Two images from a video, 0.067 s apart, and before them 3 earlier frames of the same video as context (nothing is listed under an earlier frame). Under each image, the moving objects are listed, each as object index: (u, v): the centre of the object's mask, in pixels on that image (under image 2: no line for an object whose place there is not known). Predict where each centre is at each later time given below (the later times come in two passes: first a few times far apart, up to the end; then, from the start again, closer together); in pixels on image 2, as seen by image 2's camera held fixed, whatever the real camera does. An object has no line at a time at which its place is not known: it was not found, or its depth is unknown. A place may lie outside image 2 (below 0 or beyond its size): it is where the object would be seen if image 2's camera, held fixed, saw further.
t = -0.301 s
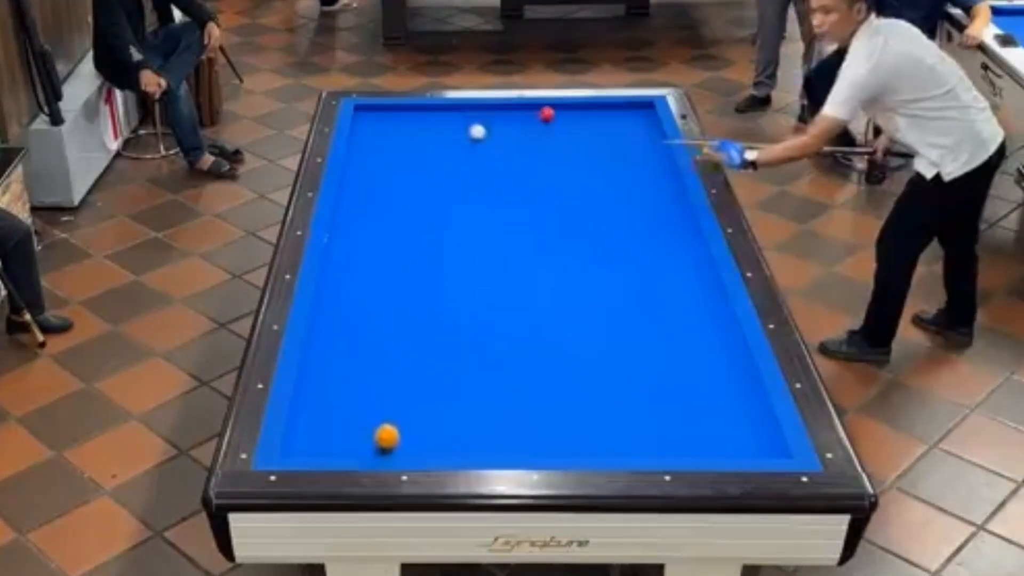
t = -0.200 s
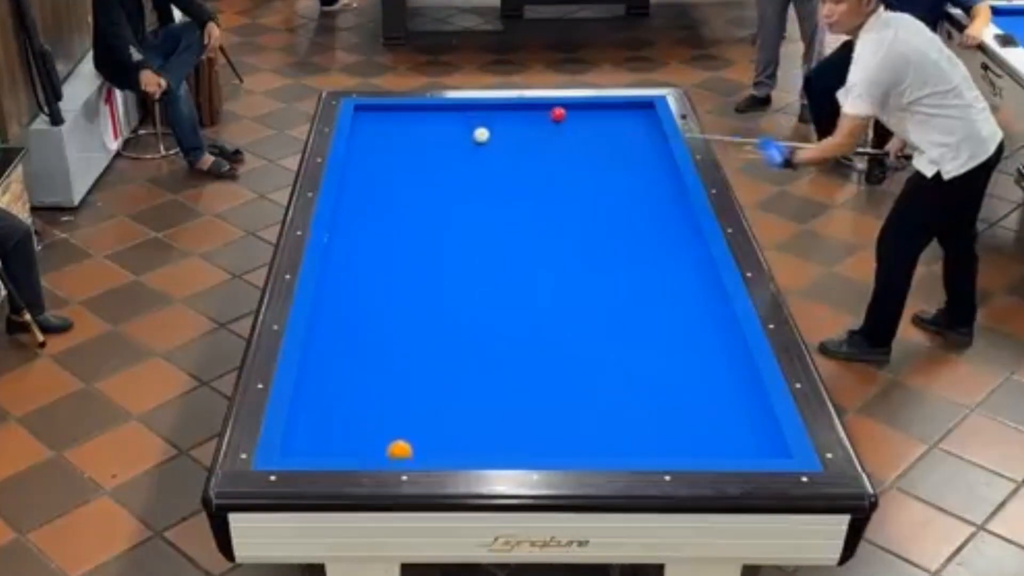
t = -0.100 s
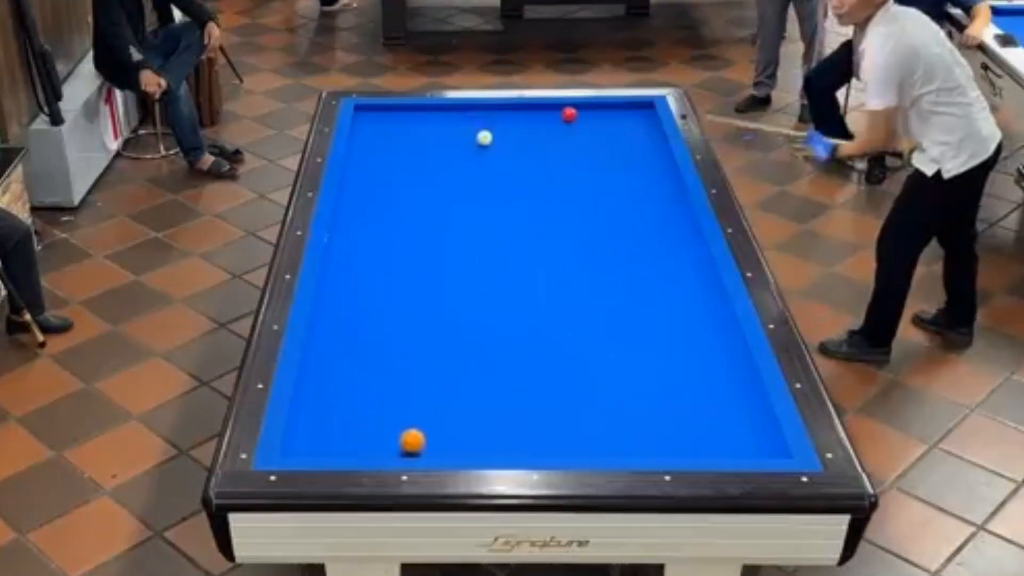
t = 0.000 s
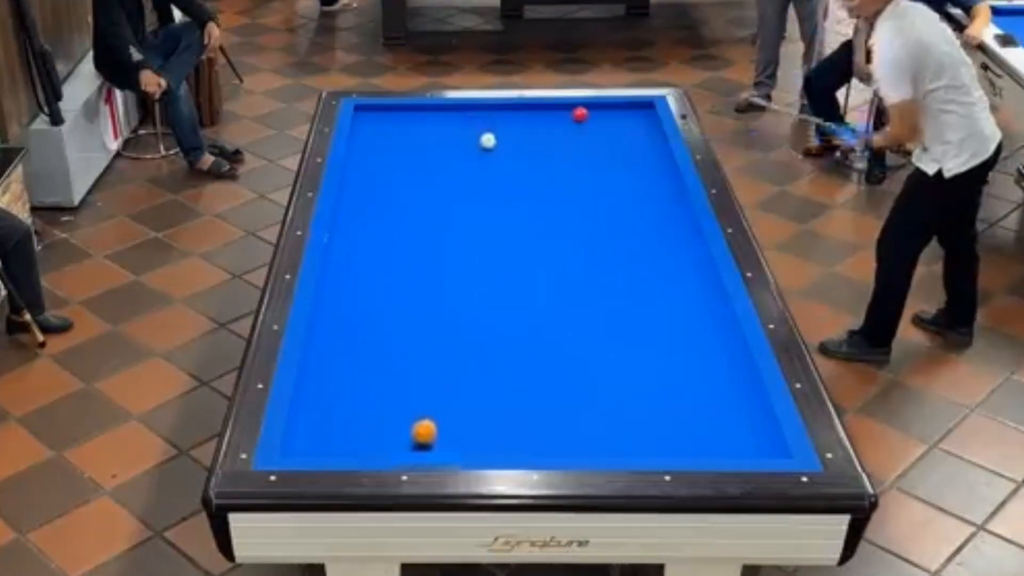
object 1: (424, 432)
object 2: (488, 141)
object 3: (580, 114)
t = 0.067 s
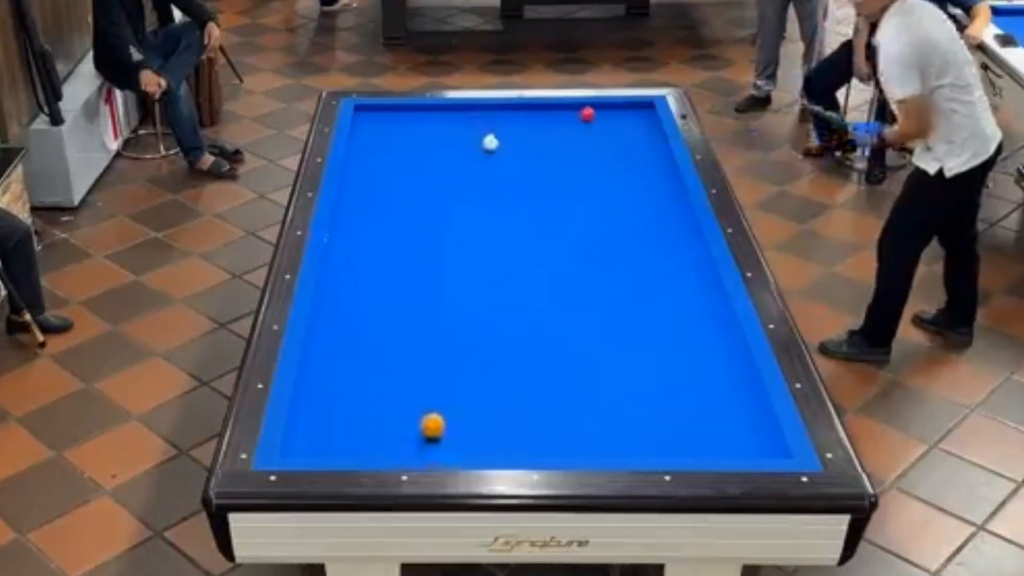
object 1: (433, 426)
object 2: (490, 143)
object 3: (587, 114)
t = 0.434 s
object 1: (474, 395)
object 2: (503, 154)
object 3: (626, 114)
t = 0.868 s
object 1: (516, 363)
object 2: (517, 166)
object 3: (639, 114)
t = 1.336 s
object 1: (557, 333)
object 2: (532, 179)
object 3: (614, 114)
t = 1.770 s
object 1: (590, 308)
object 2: (545, 190)
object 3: (592, 115)
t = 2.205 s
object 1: (620, 285)
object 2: (557, 201)
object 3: (573, 115)
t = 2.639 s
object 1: (647, 264)
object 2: (568, 211)
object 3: (557, 116)
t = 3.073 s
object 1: (671, 246)
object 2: (580, 220)
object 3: (542, 116)
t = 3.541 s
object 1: (691, 229)
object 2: (590, 229)
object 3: (528, 116)
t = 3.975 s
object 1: (673, 218)
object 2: (599, 237)
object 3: (518, 116)
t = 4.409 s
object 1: (657, 209)
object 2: (606, 244)
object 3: (509, 116)
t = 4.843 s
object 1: (643, 200)
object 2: (612, 250)
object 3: (503, 116)
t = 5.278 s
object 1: (631, 193)
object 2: (617, 255)
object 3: (499, 117)
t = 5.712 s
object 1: (621, 186)
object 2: (621, 258)
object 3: (498, 117)
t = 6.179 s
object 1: (610, 181)
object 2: (624, 261)
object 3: (497, 117)
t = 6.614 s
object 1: (604, 177)
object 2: (625, 261)
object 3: (497, 117)
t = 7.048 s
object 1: (598, 173)
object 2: (625, 261)
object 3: (497, 117)
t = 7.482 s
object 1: (595, 171)
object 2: (625, 261)
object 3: (498, 117)
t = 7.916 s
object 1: (592, 169)
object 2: (625, 262)
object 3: (497, 117)
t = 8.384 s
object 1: (591, 168)
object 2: (625, 262)
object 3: (497, 117)
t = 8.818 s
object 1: (591, 167)
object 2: (625, 261)
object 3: (497, 117)
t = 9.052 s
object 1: (591, 168)
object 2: (625, 261)
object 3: (497, 117)
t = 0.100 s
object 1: (436, 424)
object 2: (491, 144)
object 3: (591, 114)
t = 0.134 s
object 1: (440, 421)
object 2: (492, 145)
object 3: (594, 114)
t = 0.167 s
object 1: (444, 418)
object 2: (494, 146)
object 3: (598, 114)
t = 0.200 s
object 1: (447, 415)
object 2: (495, 147)
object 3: (601, 114)
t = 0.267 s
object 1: (455, 409)
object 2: (497, 148)
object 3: (608, 114)
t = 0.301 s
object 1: (459, 407)
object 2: (498, 150)
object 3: (612, 114)
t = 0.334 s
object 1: (462, 404)
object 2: (500, 151)
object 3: (616, 114)
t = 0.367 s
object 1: (466, 401)
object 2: (501, 152)
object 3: (618, 114)
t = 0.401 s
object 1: (469, 398)
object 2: (502, 153)
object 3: (623, 114)
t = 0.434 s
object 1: (474, 395)
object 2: (503, 154)
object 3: (626, 114)
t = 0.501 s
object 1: (480, 390)
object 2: (505, 156)
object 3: (633, 114)
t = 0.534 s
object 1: (483, 388)
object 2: (506, 157)
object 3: (637, 114)
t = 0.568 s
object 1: (487, 385)
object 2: (507, 157)
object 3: (639, 114)
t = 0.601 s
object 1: (490, 382)
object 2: (508, 158)
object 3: (643, 114)
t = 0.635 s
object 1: (493, 380)
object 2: (509, 159)
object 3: (647, 114)
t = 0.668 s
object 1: (497, 378)
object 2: (511, 160)
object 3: (649, 114)
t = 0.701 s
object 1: (500, 375)
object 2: (511, 161)
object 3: (649, 114)
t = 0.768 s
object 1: (507, 370)
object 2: (513, 163)
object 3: (645, 114)
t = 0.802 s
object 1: (510, 368)
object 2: (514, 164)
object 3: (643, 114)
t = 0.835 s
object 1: (513, 366)
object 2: (516, 165)
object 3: (641, 114)
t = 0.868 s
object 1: (516, 363)
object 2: (517, 166)
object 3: (639, 114)
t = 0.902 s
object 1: (519, 361)
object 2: (518, 167)
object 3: (637, 114)
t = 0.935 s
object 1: (522, 358)
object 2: (519, 168)
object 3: (636, 114)
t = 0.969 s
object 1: (525, 356)
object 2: (520, 168)
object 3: (635, 114)
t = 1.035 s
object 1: (531, 352)
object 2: (522, 171)
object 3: (634, 115)
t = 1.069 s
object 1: (534, 350)
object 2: (523, 172)
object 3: (629, 114)
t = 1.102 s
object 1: (537, 347)
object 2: (524, 173)
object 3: (627, 114)
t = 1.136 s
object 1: (540, 345)
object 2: (525, 173)
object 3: (625, 114)
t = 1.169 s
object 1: (543, 343)
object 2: (526, 174)
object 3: (623, 114)
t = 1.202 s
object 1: (546, 341)
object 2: (527, 175)
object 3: (621, 114)
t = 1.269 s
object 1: (551, 337)
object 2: (530, 177)
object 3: (617, 114)
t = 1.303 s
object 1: (554, 335)
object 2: (531, 178)
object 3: (616, 114)
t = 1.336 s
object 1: (557, 333)
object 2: (532, 179)
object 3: (614, 114)
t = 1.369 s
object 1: (560, 330)
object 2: (533, 180)
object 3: (612, 114)
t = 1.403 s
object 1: (563, 328)
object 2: (534, 181)
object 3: (610, 114)
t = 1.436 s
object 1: (565, 326)
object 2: (534, 181)
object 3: (608, 115)
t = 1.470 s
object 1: (568, 324)
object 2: (535, 182)
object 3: (606, 115)
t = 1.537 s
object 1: (573, 321)
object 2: (538, 184)
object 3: (603, 115)
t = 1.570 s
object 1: (575, 318)
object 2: (539, 185)
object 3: (602, 115)
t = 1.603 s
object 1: (578, 317)
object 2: (540, 185)
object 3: (600, 115)
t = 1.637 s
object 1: (580, 315)
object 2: (541, 187)
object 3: (599, 115)
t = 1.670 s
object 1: (583, 313)
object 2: (542, 187)
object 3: (597, 115)
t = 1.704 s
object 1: (586, 311)
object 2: (543, 188)
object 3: (595, 115)
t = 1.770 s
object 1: (590, 308)
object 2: (545, 190)
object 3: (592, 115)
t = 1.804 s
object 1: (593, 305)
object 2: (546, 191)
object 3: (591, 115)
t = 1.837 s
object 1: (595, 304)
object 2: (547, 191)
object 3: (589, 115)
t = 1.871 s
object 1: (598, 302)
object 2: (548, 192)
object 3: (588, 115)
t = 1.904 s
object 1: (600, 300)
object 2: (549, 193)
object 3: (586, 115)
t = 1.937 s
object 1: (602, 298)
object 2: (550, 194)
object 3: (584, 115)
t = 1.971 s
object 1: (605, 296)
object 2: (551, 195)
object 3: (583, 115)
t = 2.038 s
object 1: (610, 293)
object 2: (552, 197)
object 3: (580, 115)
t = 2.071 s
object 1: (612, 291)
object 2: (553, 197)
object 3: (579, 115)
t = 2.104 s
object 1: (614, 289)
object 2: (554, 198)
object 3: (577, 115)
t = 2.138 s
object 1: (616, 288)
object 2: (555, 199)
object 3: (576, 115)
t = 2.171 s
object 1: (618, 286)
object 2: (556, 200)
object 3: (574, 115)
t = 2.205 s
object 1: (620, 285)
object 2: (557, 201)
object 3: (573, 115)
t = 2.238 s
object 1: (622, 283)
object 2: (558, 202)
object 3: (572, 116)
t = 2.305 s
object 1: (627, 280)
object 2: (560, 203)
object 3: (569, 115)
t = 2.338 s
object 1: (629, 278)
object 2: (561, 204)
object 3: (568, 116)
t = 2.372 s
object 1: (632, 277)
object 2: (561, 205)
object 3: (567, 116)
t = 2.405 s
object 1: (633, 275)
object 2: (562, 205)
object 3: (566, 116)
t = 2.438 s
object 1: (635, 273)
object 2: (563, 206)
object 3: (564, 116)
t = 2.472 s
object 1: (638, 272)
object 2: (564, 207)
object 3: (563, 116)
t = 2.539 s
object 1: (642, 269)
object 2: (566, 208)
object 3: (561, 116)
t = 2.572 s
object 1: (644, 267)
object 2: (567, 209)
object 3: (559, 116)
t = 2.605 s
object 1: (645, 266)
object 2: (568, 210)
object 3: (558, 116)
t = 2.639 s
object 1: (647, 264)
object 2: (568, 211)
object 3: (557, 116)
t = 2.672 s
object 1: (649, 263)
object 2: (569, 212)
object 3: (555, 116)
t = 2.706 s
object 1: (651, 262)
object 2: (571, 212)
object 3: (554, 116)
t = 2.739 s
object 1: (653, 260)
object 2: (571, 213)
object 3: (553, 116)
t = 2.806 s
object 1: (657, 257)
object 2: (573, 214)
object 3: (550, 116)
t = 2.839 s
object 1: (659, 256)
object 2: (574, 215)
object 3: (549, 116)
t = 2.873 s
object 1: (660, 254)
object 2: (574, 216)
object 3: (548, 116)
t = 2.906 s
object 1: (662, 253)
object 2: (575, 216)
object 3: (547, 116)
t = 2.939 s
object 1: (664, 251)
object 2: (576, 217)
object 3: (546, 116)
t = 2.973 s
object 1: (666, 250)
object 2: (577, 218)
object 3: (545, 116)
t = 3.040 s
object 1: (669, 248)
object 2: (579, 219)
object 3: (543, 116)
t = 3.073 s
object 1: (671, 246)
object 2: (580, 220)
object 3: (542, 116)
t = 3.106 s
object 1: (673, 245)
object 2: (581, 221)
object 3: (540, 116)
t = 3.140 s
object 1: (675, 244)
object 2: (581, 221)
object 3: (539, 116)
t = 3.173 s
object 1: (676, 242)
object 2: (581, 222)
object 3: (539, 116)
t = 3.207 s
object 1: (678, 241)
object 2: (582, 223)
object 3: (537, 116)
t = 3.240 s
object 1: (679, 240)
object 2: (583, 223)
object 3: (536, 116)
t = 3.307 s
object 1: (682, 237)
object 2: (585, 225)
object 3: (535, 116)
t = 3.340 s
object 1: (684, 236)
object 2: (585, 226)
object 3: (534, 116)
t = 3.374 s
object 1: (685, 235)
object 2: (586, 226)
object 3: (533, 116)
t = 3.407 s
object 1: (687, 234)
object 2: (587, 227)
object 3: (532, 116)
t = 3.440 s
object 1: (690, 232)
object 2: (587, 228)
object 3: (530, 117)
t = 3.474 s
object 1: (691, 231)
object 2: (588, 228)
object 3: (530, 117)
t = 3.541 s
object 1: (691, 229)
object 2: (590, 229)
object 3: (528, 116)
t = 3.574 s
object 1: (690, 228)
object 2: (590, 230)
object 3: (527, 117)
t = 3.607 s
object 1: (688, 227)
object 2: (591, 231)
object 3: (526, 117)
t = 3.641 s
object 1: (687, 226)
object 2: (592, 232)
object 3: (525, 117)
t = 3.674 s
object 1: (685, 225)
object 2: (593, 232)
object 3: (525, 117)
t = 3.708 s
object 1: (684, 225)
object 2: (593, 232)
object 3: (524, 117)
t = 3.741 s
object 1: (682, 224)
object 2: (594, 233)
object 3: (523, 117)
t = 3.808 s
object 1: (679, 222)
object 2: (595, 234)
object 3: (521, 117)
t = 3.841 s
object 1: (678, 221)
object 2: (596, 235)
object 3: (521, 117)
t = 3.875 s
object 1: (677, 220)
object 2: (596, 235)
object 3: (520, 117)
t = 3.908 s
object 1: (675, 219)
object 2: (597, 236)
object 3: (519, 116)
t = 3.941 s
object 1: (674, 219)
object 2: (598, 236)
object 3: (518, 116)
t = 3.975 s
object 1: (673, 218)
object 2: (599, 237)
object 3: (518, 116)
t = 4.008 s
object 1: (672, 217)
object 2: (599, 238)
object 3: (517, 116)
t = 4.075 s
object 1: (669, 215)
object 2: (600, 239)
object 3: (516, 116)
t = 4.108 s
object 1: (668, 215)
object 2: (601, 239)
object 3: (515, 117)
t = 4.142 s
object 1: (666, 214)
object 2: (601, 240)
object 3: (514, 117)
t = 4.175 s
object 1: (665, 214)
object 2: (602, 240)
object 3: (513, 117)
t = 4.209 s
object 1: (664, 213)
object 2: (602, 241)
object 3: (512, 117)
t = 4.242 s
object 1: (663, 212)
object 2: (603, 241)
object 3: (512, 116)
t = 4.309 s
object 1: (660, 211)
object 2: (604, 243)
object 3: (510, 116)
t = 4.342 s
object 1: (659, 210)
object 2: (604, 243)
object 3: (510, 116)
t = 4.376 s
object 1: (658, 209)
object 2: (605, 243)
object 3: (510, 116)
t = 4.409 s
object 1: (657, 209)
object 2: (606, 244)
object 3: (509, 116)
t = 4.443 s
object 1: (656, 208)
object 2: (606, 244)
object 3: (508, 116)
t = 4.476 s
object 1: (655, 207)
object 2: (607, 245)
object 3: (508, 116)
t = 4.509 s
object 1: (653, 206)
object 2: (608, 245)
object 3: (507, 116)
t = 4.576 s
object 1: (651, 205)
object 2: (608, 246)
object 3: (506, 116)
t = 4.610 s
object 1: (651, 204)
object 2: (609, 247)
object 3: (506, 116)
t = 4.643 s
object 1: (650, 203)
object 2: (610, 247)
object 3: (506, 116)
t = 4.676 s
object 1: (648, 203)
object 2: (610, 248)
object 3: (505, 117)
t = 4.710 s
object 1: (647, 203)
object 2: (611, 248)
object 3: (505, 117)
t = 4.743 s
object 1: (646, 202)
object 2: (611, 249)
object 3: (504, 116)
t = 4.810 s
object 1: (644, 201)
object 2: (612, 250)
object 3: (503, 117)
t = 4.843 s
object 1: (643, 200)
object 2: (612, 250)
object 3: (503, 116)
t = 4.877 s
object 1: (642, 199)
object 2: (613, 250)
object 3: (503, 117)
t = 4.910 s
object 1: (641, 199)
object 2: (613, 251)
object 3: (502, 117)
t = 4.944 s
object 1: (640, 198)
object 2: (614, 251)
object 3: (502, 117)
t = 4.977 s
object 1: (639, 198)
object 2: (614, 251)
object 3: (502, 117)
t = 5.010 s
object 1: (639, 198)
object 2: (614, 252)
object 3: (502, 117)
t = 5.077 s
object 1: (636, 196)
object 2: (615, 253)
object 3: (501, 117)
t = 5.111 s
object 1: (635, 195)
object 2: (615, 253)
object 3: (501, 117)
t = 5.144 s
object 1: (634, 195)
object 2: (616, 254)
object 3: (501, 117)
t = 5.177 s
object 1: (633, 194)
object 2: (616, 254)
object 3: (500, 117)
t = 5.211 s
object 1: (633, 194)
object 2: (617, 254)
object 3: (499, 117)
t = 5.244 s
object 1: (632, 194)
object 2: (617, 254)
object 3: (499, 117)
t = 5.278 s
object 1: (631, 193)
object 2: (617, 255)
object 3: (499, 117)
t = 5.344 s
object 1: (629, 192)
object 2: (618, 255)
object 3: (499, 117)
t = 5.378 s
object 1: (628, 191)
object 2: (618, 256)
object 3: (500, 117)
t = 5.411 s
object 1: (628, 191)
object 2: (619, 256)
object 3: (499, 117)
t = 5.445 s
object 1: (626, 190)
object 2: (619, 256)
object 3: (498, 117)
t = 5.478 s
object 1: (626, 190)
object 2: (619, 256)
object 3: (498, 117)
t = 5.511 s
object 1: (625, 189)
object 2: (620, 256)
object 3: (498, 117)
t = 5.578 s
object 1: (623, 188)
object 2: (620, 257)
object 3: (498, 117)
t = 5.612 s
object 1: (623, 188)
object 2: (621, 257)
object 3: (498, 117)
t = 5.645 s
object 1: (622, 188)
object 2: (621, 258)
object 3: (498, 117)
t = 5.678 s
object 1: (621, 187)
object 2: (621, 258)
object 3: (498, 117)
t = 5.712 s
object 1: (621, 186)
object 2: (621, 258)
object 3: (498, 117)
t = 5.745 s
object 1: (620, 186)
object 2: (621, 259)
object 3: (498, 117)
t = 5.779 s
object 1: (619, 186)
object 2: (621, 259)
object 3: (498, 117)
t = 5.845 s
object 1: (617, 185)
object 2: (622, 259)
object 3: (498, 117)
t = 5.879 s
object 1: (617, 184)
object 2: (622, 259)
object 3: (498, 117)
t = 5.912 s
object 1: (616, 184)
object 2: (622, 259)
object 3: (498, 117)
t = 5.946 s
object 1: (615, 184)
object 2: (622, 259)
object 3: (498, 117)
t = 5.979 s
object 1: (615, 183)
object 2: (622, 260)
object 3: (498, 117)
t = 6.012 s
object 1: (614, 183)
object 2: (623, 260)
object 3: (498, 117)
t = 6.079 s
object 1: (613, 182)
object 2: (623, 260)
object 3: (498, 117)
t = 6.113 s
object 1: (612, 182)
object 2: (623, 260)
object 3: (498, 117)
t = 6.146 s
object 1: (612, 182)
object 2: (623, 260)
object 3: (498, 117)
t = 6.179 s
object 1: (610, 181)
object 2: (624, 261)
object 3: (497, 117)
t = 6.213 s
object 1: (610, 181)
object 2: (624, 261)
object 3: (497, 117)
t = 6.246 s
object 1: (609, 180)
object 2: (624, 261)
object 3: (497, 116)
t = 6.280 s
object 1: (609, 180)
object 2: (624, 261)
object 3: (497, 116)
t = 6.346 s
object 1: (607, 179)
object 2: (624, 261)
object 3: (497, 116)
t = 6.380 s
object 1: (607, 179)
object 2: (625, 261)
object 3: (497, 116)
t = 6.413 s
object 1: (606, 179)
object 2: (625, 261)
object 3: (497, 117)
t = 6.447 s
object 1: (606, 178)
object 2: (625, 261)
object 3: (497, 117)
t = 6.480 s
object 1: (605, 178)
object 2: (625, 261)
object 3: (498, 117)
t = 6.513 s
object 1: (605, 177)
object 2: (625, 261)
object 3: (497, 117)
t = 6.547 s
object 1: (604, 177)
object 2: (625, 261)
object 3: (497, 117)
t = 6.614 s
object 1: (604, 177)
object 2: (625, 261)
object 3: (497, 117)
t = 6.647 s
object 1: (603, 176)
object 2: (625, 261)
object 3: (497, 117)
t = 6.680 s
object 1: (602, 176)
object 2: (625, 261)
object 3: (497, 117)
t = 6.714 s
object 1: (602, 176)
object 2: (625, 261)
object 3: (497, 117)
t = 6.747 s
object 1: (601, 176)
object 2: (625, 261)
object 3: (497, 117)
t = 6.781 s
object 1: (601, 175)
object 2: (625, 261)
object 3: (497, 117)
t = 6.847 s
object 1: (600, 175)
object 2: (625, 261)
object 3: (497, 117)
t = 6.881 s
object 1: (600, 174)
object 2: (625, 261)
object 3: (497, 117)
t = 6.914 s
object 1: (600, 174)
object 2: (625, 261)
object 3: (497, 117)
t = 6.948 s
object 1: (600, 174)
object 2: (625, 261)
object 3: (497, 117)
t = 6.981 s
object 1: (599, 174)
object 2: (625, 261)
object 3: (497, 117)
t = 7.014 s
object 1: (599, 174)
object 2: (625, 261)
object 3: (497, 117)
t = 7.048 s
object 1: (598, 173)
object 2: (625, 261)
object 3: (497, 117)
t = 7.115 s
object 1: (598, 173)
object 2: (625, 261)
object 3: (497, 117)
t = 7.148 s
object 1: (598, 173)
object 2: (625, 261)
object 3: (497, 117)
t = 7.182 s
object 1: (597, 173)
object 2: (625, 261)
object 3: (497, 117)
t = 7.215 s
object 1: (597, 172)
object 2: (625, 261)
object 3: (497, 117)
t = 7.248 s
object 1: (597, 172)
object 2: (625, 261)
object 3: (497, 117)
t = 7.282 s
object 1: (596, 172)
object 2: (625, 261)
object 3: (497, 117)
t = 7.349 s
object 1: (596, 171)
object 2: (625, 261)
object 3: (497, 117)
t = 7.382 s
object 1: (595, 171)
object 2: (625, 262)
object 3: (497, 117)
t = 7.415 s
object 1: (595, 171)
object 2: (625, 261)
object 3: (498, 117)
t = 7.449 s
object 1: (595, 171)
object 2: (625, 261)
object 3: (498, 117)
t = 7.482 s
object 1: (595, 171)
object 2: (625, 261)
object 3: (498, 117)
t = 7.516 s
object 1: (594, 170)
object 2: (625, 261)
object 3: (498, 117)
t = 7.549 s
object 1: (594, 170)
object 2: (625, 262)
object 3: (498, 117)
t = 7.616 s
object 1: (593, 170)
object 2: (625, 262)
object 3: (498, 117)
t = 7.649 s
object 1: (593, 170)
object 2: (625, 262)
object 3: (498, 117)
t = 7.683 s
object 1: (593, 170)
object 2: (625, 262)
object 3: (498, 117)
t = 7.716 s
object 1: (593, 170)
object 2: (625, 262)
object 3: (498, 117)
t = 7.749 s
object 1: (592, 169)
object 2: (625, 262)
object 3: (498, 117)
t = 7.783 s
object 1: (592, 169)
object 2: (625, 262)
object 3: (497, 117)
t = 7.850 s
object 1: (592, 169)
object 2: (625, 262)
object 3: (497, 117)
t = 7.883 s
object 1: (592, 169)
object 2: (625, 262)
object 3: (497, 117)
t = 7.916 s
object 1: (592, 169)
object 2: (625, 262)
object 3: (497, 117)
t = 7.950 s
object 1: (592, 169)
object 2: (625, 262)
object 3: (497, 117)
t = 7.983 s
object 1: (592, 169)
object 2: (625, 262)
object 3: (497, 117)
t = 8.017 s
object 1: (592, 169)
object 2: (625, 262)
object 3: (497, 117)
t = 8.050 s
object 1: (592, 169)
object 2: (625, 262)
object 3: (497, 117)
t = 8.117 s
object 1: (592, 169)
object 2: (625, 262)
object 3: (497, 117)
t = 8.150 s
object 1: (592, 168)
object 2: (625, 262)
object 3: (497, 117)
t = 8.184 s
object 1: (592, 168)
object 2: (625, 262)
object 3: (497, 117)
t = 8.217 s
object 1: (592, 168)
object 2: (625, 262)
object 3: (497, 117)
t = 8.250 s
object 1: (591, 168)
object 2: (625, 262)
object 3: (497, 117)
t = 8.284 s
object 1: (591, 168)
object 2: (625, 262)
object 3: (497, 117)
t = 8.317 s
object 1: (591, 168)
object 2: (625, 262)
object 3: (497, 117)
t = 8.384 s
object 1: (591, 168)
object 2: (625, 262)
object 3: (497, 117)
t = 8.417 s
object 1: (591, 168)
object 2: (625, 261)
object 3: (498, 117)
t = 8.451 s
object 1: (591, 168)
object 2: (625, 262)
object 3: (497, 117)
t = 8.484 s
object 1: (591, 168)
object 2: (625, 262)
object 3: (497, 117)
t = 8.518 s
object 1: (591, 168)
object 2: (625, 262)
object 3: (497, 117)
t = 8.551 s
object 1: (591, 168)
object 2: (625, 262)
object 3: (498, 117)
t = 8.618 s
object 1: (591, 168)
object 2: (625, 261)
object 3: (497, 117)
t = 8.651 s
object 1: (591, 168)
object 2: (625, 261)
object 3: (497, 117)
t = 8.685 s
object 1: (591, 168)
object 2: (625, 261)
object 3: (497, 117)
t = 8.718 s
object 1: (591, 168)
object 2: (625, 261)
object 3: (497, 117)
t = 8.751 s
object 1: (591, 168)
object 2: (625, 261)
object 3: (497, 117)
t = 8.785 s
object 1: (591, 168)
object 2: (625, 261)
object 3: (497, 117)
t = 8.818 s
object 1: (591, 167)
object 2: (625, 261)
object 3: (497, 117)
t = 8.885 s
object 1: (591, 167)
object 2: (625, 261)
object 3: (497, 117)
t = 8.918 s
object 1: (591, 168)
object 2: (625, 261)
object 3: (497, 117)
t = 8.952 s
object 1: (591, 168)
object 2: (625, 261)
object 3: (497, 117)
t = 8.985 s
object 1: (591, 168)
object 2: (625, 261)
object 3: (497, 117)
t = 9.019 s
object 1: (591, 168)
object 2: (625, 261)
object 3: (497, 117)
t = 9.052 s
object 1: (591, 168)
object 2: (625, 261)
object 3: (497, 117)
